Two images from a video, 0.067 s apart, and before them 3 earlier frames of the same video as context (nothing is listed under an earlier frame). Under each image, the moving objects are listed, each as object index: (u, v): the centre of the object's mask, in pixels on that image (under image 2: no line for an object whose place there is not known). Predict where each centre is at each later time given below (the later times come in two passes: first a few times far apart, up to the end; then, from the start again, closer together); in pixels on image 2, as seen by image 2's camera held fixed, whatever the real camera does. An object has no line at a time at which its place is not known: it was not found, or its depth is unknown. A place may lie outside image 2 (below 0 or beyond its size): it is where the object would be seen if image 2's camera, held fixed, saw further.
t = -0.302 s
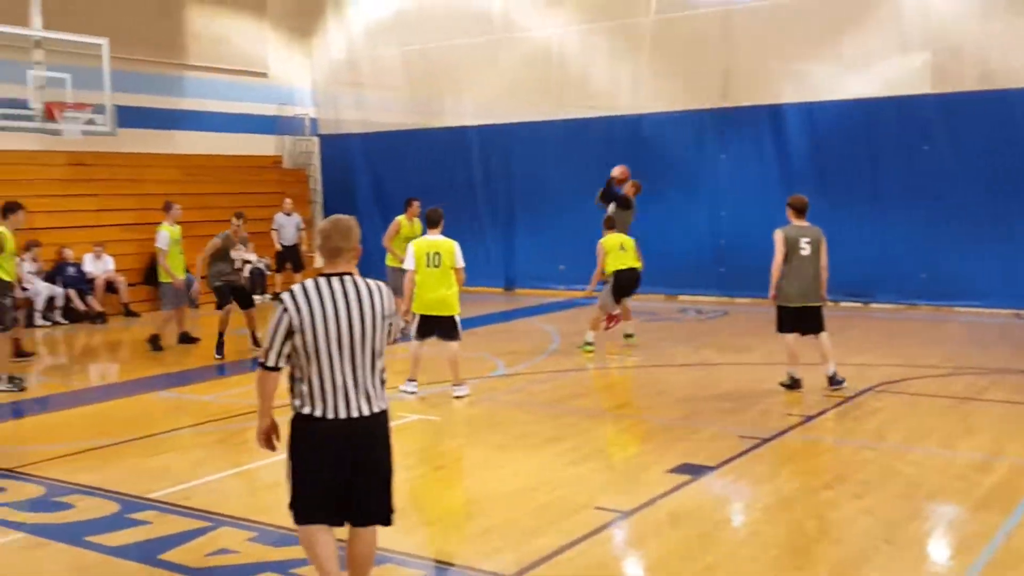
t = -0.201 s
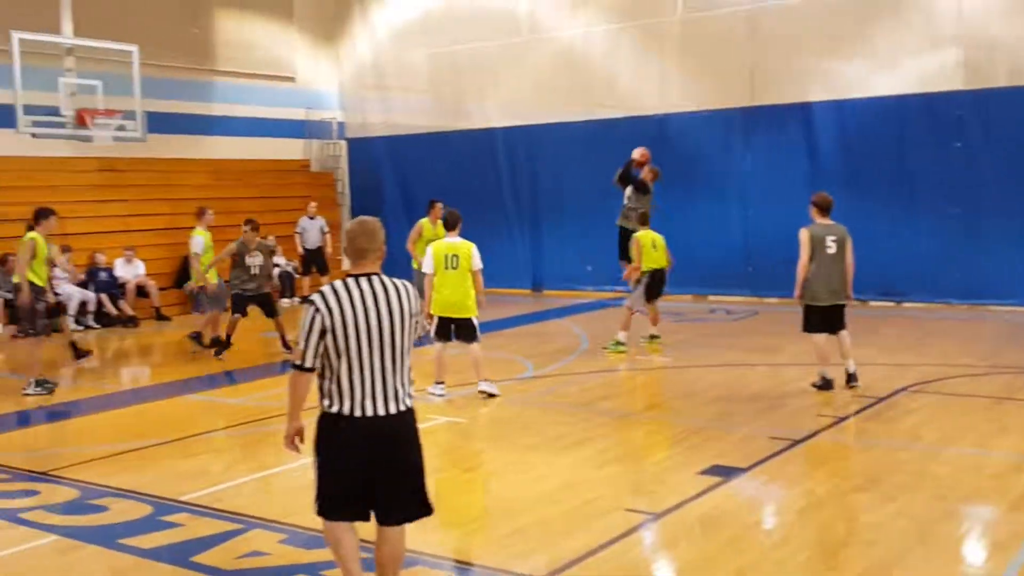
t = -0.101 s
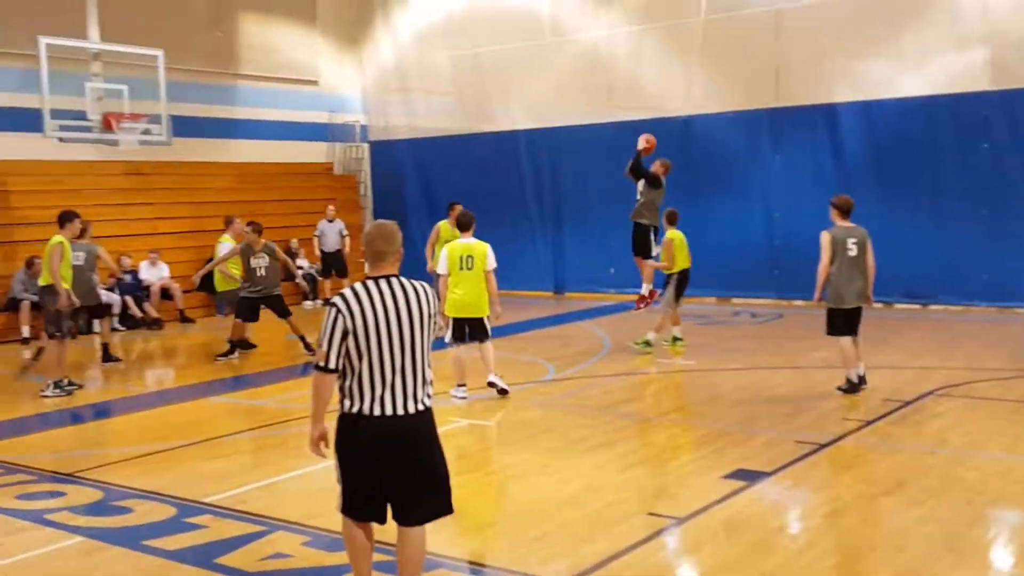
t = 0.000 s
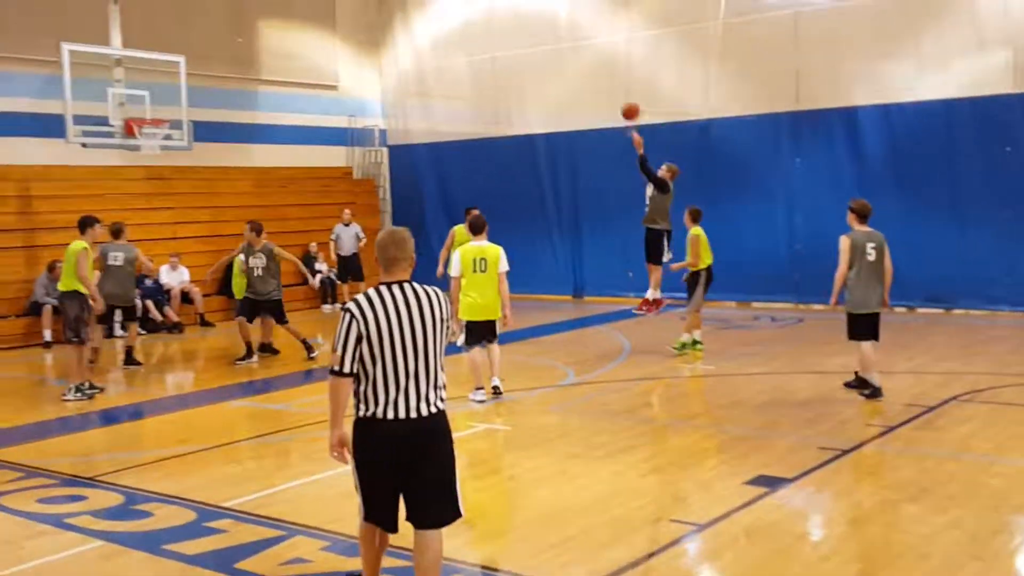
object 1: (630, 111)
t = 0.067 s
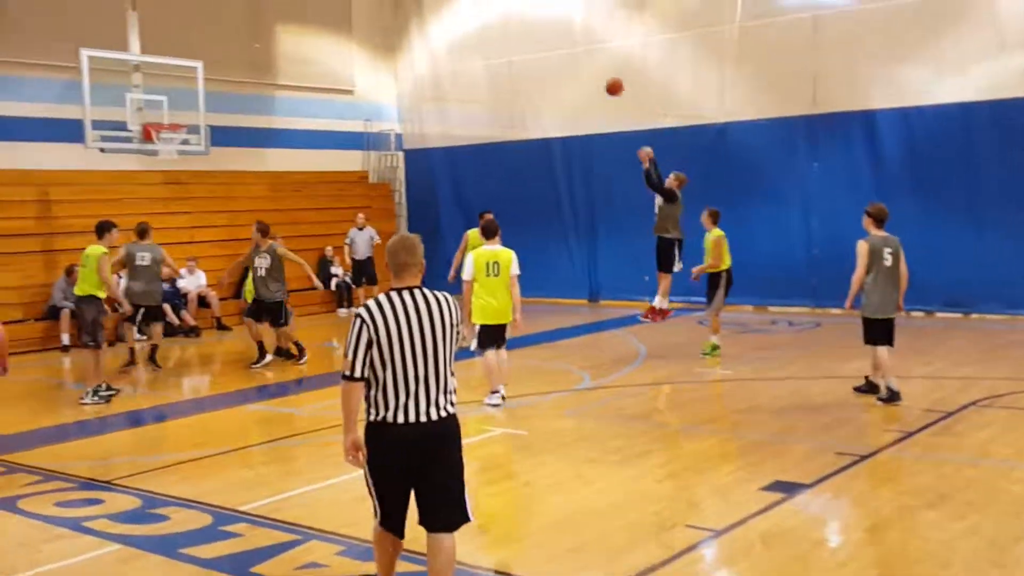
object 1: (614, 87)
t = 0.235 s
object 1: (536, 32)
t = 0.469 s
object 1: (429, -7)
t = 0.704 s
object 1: (328, -2)
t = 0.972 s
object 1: (218, 53)
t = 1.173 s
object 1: (151, 110)
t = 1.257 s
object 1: (155, 96)
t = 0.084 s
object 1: (606, 80)
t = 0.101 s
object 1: (598, 74)
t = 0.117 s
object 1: (590, 68)
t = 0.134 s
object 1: (582, 62)
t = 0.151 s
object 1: (574, 57)
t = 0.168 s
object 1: (567, 51)
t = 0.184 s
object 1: (559, 46)
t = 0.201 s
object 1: (551, 41)
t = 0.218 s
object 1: (544, 36)
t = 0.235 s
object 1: (536, 32)
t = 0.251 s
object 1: (528, 27)
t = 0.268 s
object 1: (520, 23)
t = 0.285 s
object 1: (513, 20)
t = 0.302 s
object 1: (505, 16)
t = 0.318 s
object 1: (497, 13)
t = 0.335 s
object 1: (490, 10)
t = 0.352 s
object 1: (482, 6)
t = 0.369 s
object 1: (475, 4)
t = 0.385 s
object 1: (467, 1)
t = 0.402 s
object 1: (459, -1)
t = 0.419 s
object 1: (452, -3)
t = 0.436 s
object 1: (444, -4)
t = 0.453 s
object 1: (437, -6)
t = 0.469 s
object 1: (429, -7)
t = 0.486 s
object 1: (422, -8)
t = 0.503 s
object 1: (414, -9)
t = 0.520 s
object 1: (407, -10)
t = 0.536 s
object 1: (400, -11)
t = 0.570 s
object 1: (386, -11)
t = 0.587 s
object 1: (379, -10)
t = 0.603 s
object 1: (371, -10)
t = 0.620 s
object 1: (364, -8)
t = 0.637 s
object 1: (357, -8)
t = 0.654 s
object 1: (350, -7)
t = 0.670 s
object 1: (342, -6)
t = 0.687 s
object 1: (335, -3)
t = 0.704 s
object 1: (328, -2)
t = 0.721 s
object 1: (321, -1)
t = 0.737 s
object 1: (314, 2)
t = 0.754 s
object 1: (307, 4)
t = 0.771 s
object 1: (300, 6)
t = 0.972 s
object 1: (218, 53)
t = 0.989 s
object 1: (211, 57)
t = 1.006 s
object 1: (205, 62)
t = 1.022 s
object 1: (198, 68)
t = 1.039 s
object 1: (191, 74)
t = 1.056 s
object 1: (184, 80)
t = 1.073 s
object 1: (178, 86)
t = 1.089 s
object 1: (171, 92)
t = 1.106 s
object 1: (165, 99)
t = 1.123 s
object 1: (159, 106)
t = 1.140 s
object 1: (152, 113)
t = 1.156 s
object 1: (151, 114)
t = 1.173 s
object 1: (151, 110)
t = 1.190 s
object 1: (152, 106)
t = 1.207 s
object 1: (153, 103)
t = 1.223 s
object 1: (154, 100)
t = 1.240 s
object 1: (155, 98)
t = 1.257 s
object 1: (155, 96)
